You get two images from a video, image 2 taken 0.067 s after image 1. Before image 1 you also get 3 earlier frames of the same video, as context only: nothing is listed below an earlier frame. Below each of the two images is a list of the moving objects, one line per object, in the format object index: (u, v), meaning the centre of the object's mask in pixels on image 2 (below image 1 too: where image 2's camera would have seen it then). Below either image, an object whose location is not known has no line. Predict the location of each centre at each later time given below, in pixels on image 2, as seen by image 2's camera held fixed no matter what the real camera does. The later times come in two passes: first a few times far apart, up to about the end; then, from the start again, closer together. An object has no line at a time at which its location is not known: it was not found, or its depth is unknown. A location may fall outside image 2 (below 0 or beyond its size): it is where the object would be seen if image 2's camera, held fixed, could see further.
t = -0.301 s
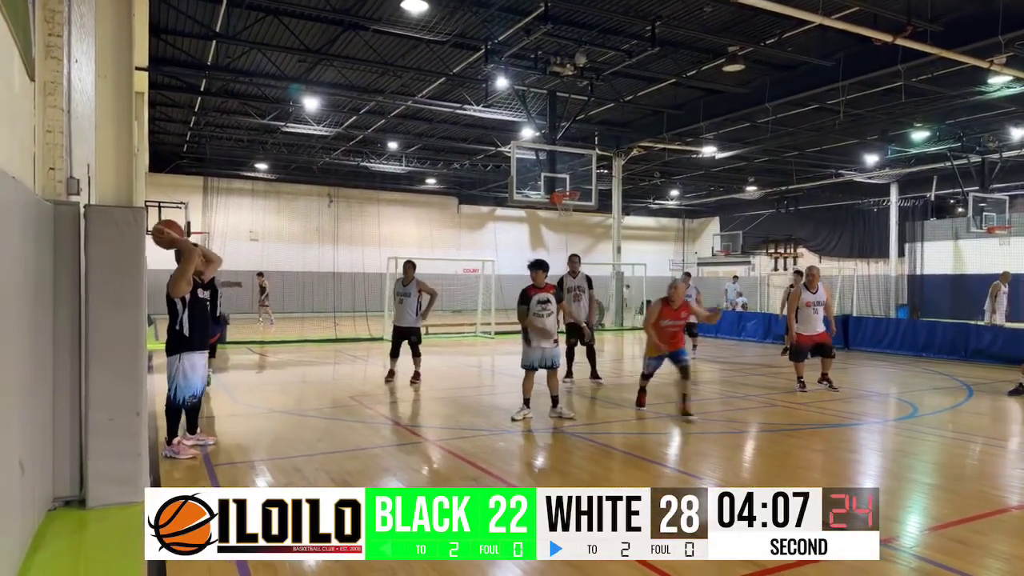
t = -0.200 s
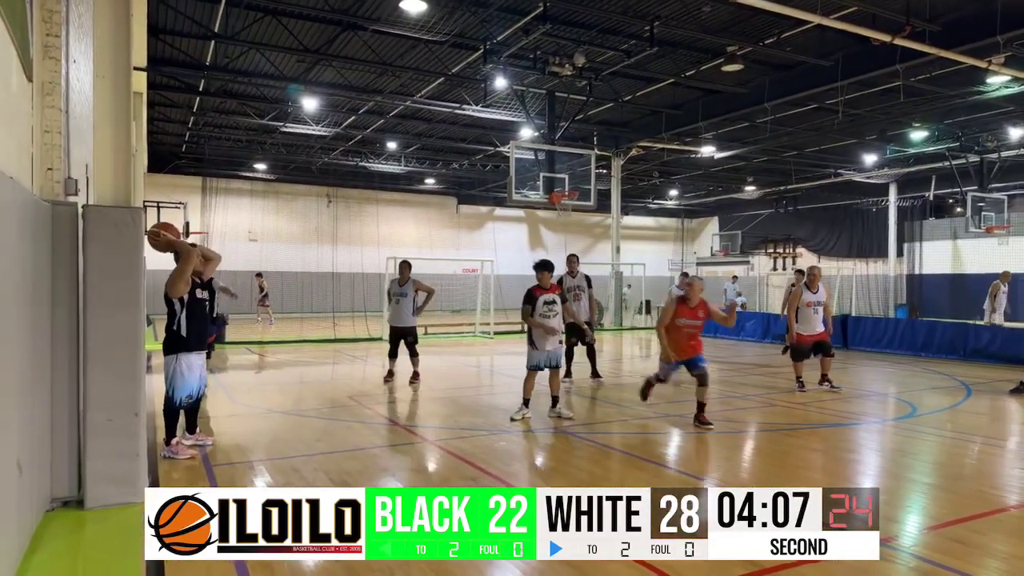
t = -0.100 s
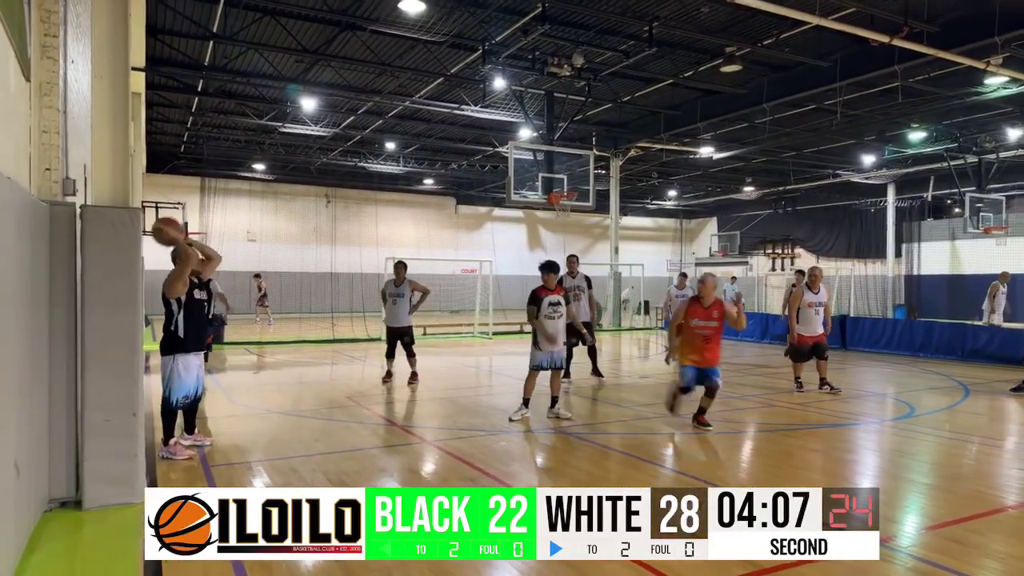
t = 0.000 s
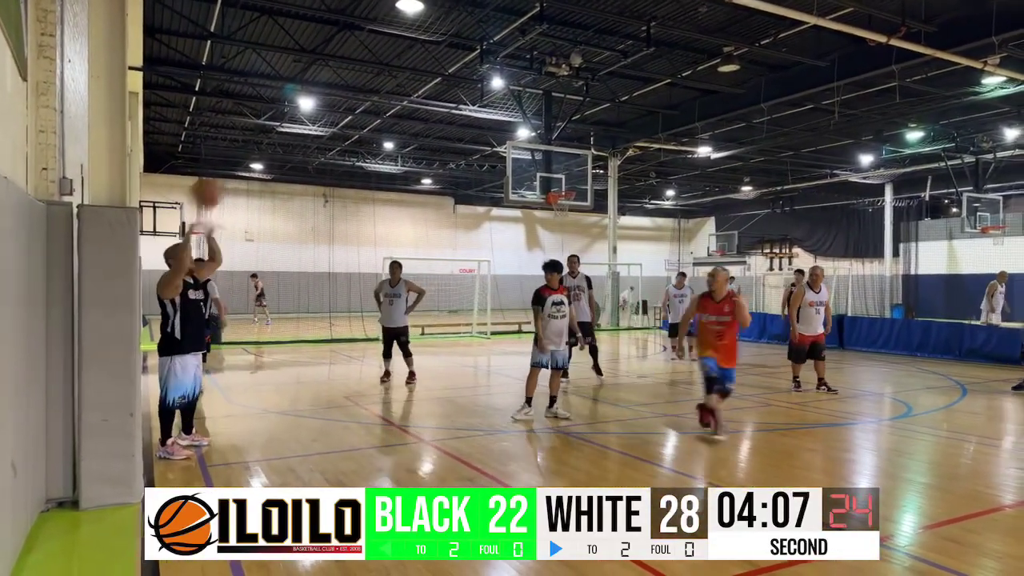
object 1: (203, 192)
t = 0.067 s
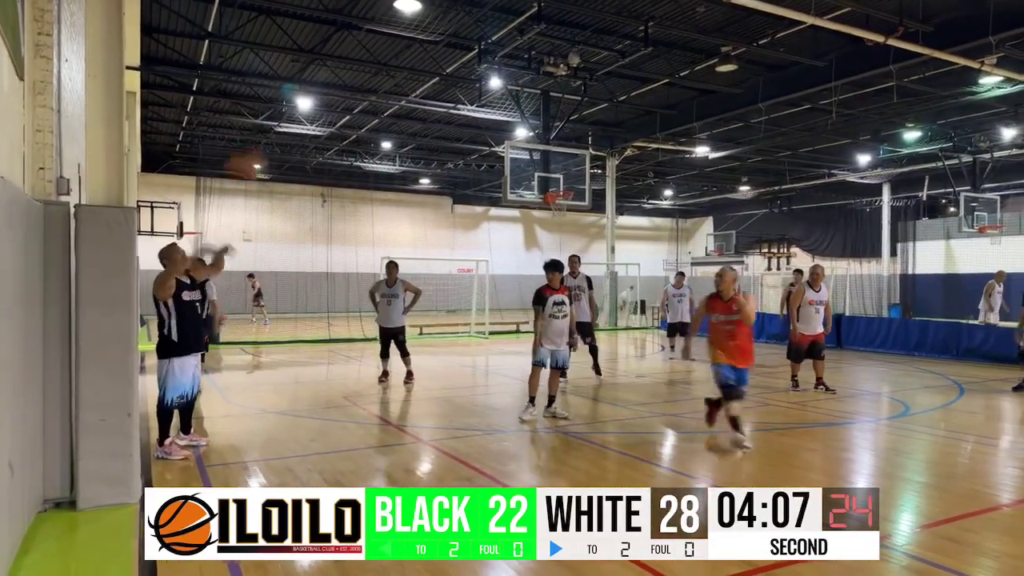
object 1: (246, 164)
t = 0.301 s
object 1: (404, 114)
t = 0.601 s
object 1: (623, 150)
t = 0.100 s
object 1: (270, 154)
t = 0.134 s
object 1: (289, 147)
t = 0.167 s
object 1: (312, 137)
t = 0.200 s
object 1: (337, 127)
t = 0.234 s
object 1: (358, 120)
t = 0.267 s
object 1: (380, 117)
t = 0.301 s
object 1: (404, 114)
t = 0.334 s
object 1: (425, 111)
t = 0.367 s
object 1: (450, 111)
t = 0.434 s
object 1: (498, 115)
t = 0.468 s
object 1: (526, 118)
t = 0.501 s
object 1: (550, 123)
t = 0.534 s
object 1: (574, 130)
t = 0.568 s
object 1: (598, 139)
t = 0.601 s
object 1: (623, 150)
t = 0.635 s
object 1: (654, 163)
